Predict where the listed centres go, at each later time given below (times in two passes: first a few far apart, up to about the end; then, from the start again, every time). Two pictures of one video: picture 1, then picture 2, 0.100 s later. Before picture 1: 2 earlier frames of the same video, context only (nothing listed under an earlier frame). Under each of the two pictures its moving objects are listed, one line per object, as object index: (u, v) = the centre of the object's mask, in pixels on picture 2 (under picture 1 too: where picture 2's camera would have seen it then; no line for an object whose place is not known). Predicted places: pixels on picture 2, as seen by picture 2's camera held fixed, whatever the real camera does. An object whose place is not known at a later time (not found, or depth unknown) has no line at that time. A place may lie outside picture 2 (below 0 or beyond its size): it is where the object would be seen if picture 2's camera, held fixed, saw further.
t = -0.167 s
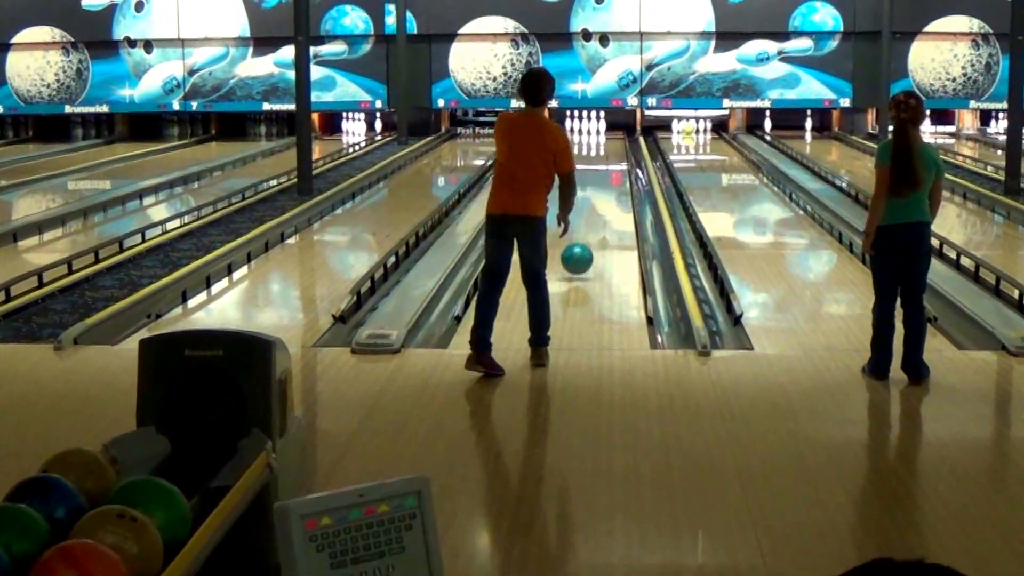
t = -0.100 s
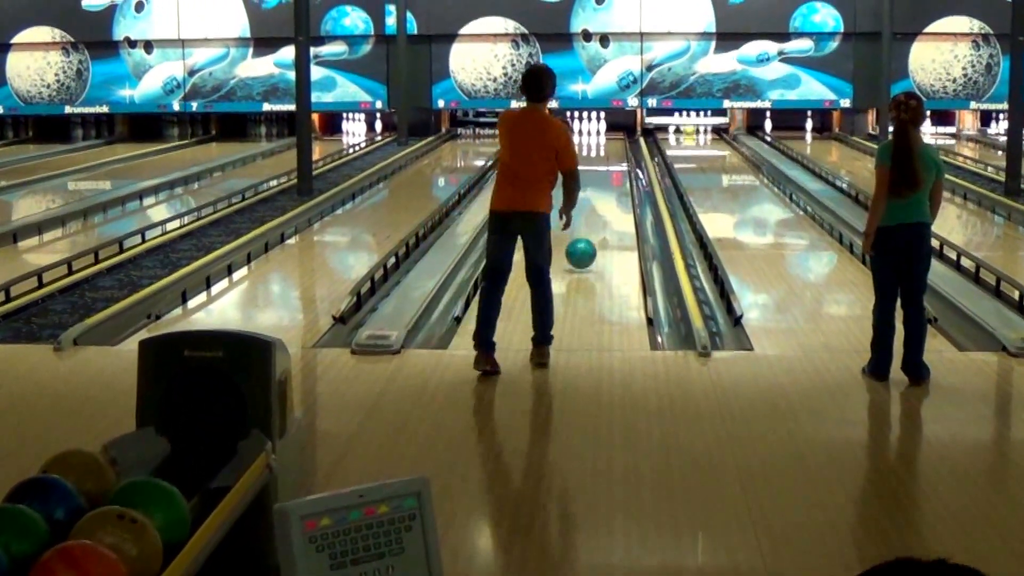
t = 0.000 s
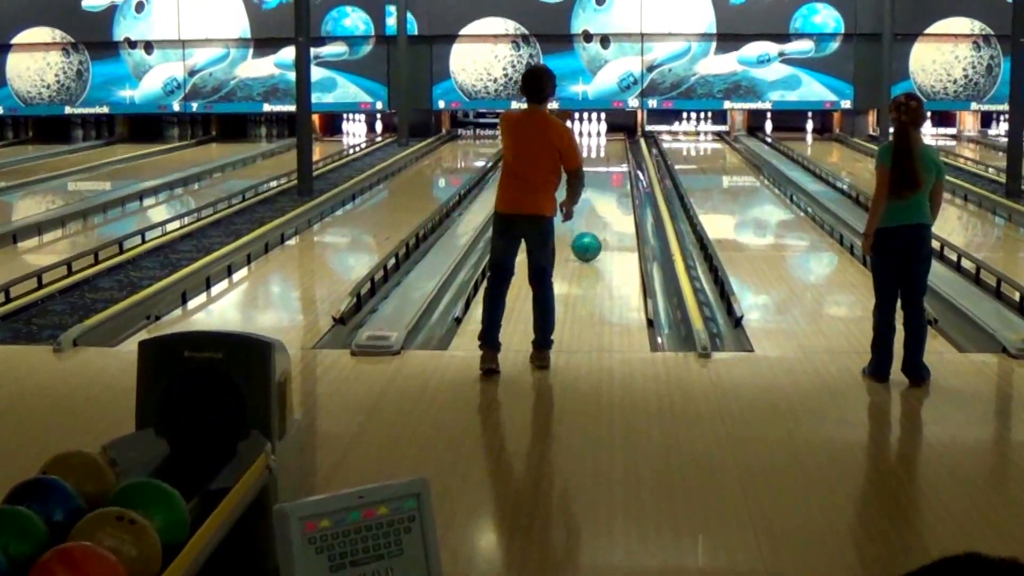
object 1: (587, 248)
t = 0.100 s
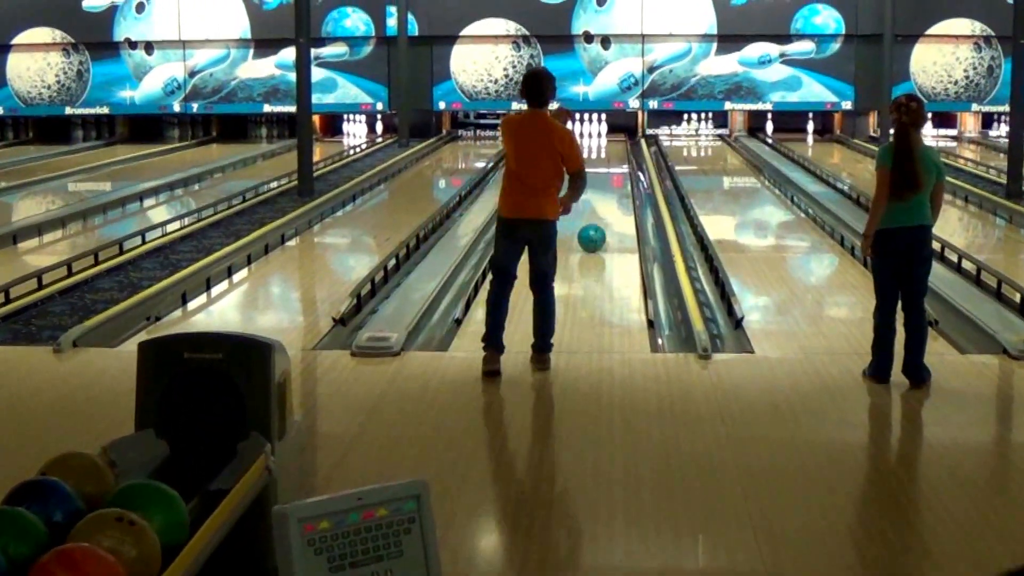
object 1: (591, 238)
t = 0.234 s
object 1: (598, 226)
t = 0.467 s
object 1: (606, 209)
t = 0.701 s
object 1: (613, 194)
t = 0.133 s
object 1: (593, 235)
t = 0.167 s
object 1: (595, 232)
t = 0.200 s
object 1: (596, 229)
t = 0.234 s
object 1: (598, 226)
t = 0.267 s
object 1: (599, 223)
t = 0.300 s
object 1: (601, 221)
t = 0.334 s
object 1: (602, 219)
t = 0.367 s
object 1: (603, 216)
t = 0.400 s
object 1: (604, 214)
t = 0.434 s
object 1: (605, 211)
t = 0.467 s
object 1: (606, 209)
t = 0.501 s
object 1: (607, 207)
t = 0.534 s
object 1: (608, 205)
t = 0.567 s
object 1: (609, 203)
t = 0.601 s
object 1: (610, 200)
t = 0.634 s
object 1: (611, 198)
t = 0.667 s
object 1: (612, 196)
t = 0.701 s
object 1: (613, 194)
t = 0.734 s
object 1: (615, 193)
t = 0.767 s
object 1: (615, 191)
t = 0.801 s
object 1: (615, 189)
